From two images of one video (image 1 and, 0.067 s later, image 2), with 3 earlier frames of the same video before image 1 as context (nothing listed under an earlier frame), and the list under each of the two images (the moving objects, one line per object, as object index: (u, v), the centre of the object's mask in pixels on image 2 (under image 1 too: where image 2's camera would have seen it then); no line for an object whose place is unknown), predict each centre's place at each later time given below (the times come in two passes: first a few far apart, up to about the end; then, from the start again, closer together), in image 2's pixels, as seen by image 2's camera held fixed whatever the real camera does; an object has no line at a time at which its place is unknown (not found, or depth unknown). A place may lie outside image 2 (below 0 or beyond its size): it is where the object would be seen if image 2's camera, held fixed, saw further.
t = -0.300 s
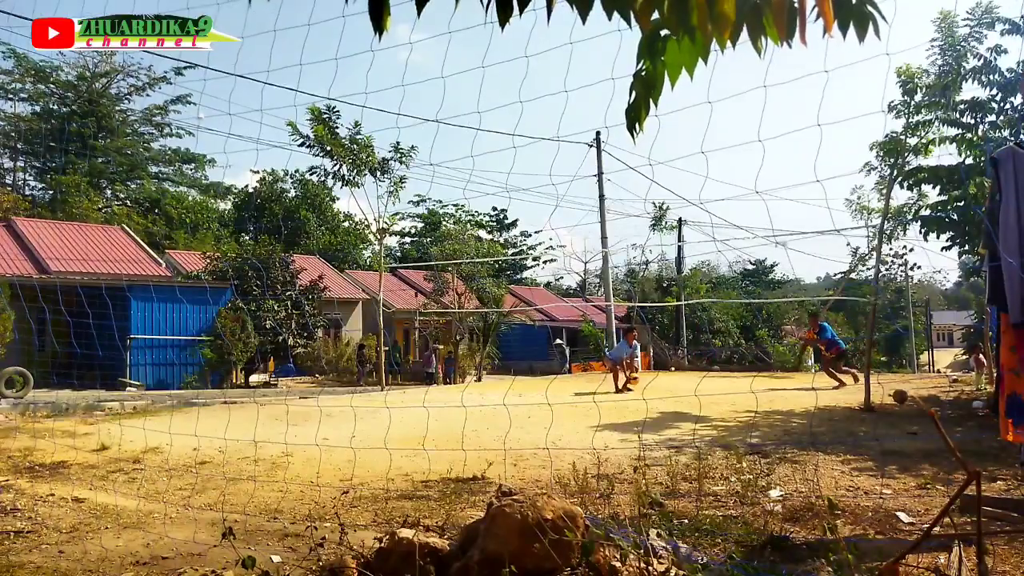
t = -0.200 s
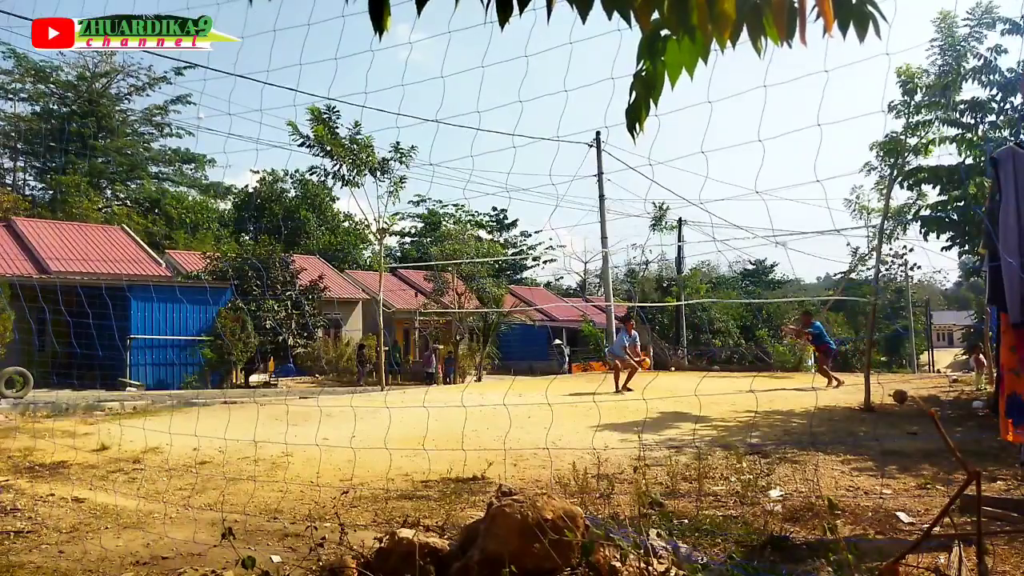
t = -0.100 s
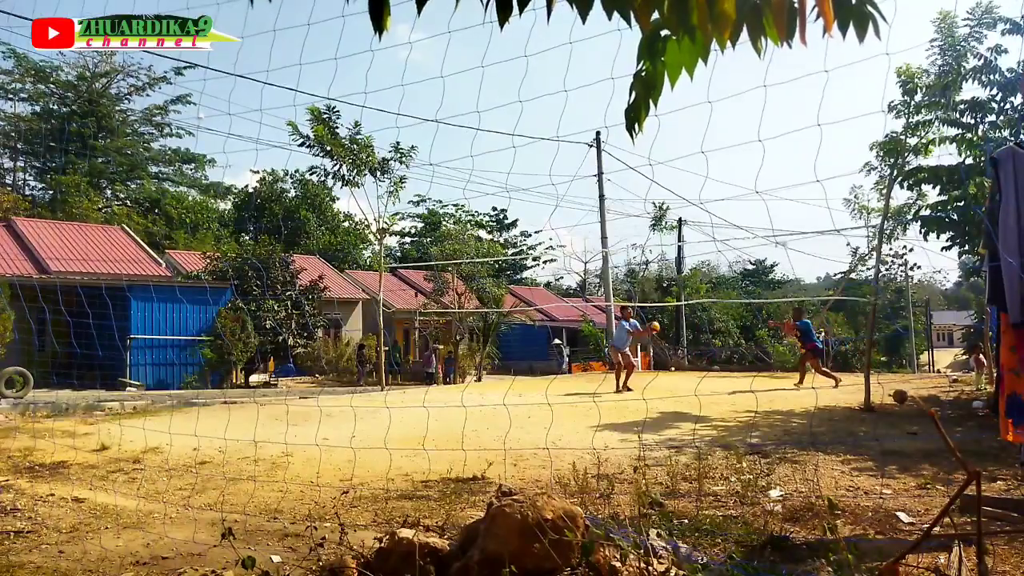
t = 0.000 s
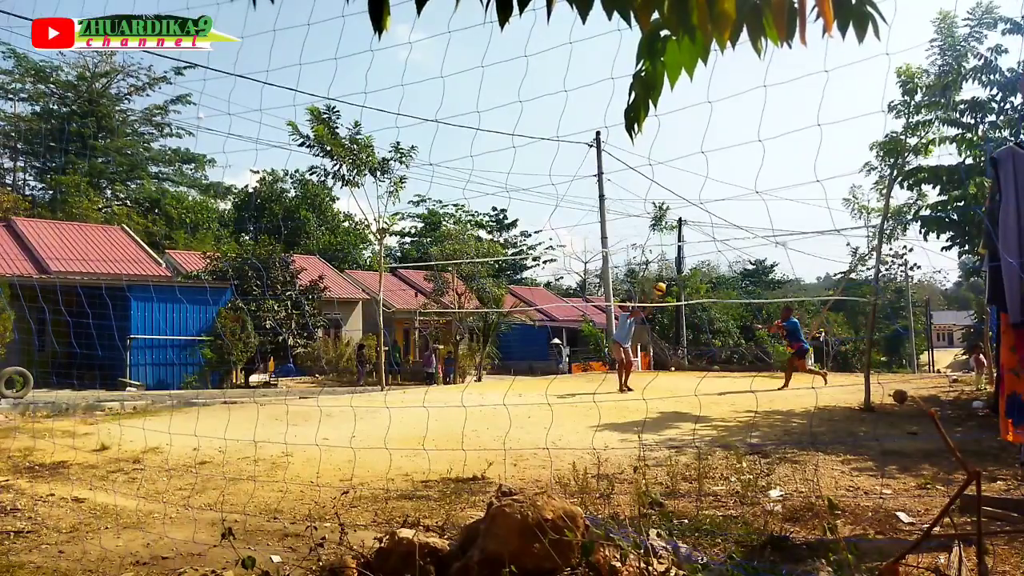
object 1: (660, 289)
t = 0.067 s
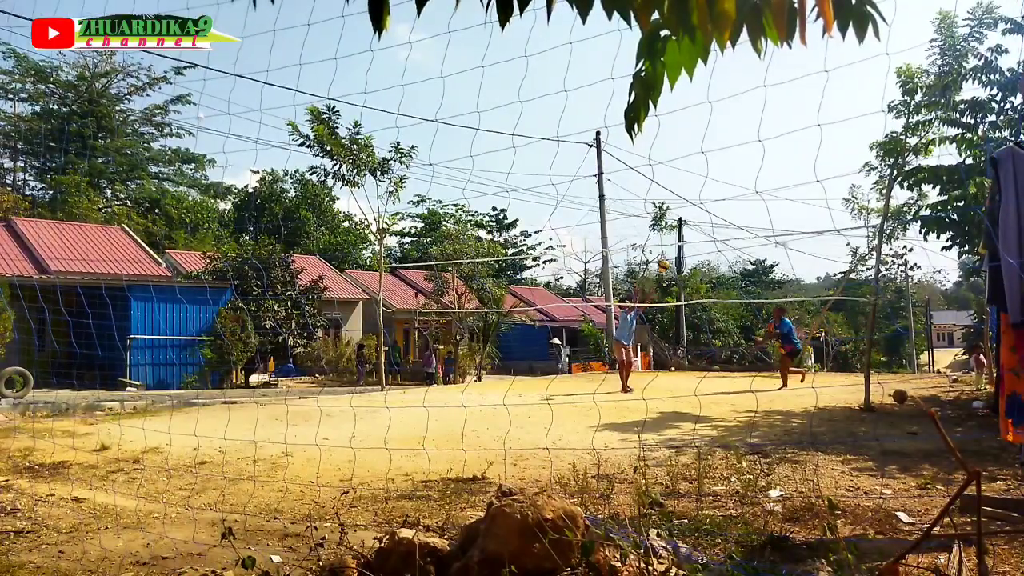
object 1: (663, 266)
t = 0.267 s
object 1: (675, 212)
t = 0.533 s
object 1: (692, 174)
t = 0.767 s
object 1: (707, 176)
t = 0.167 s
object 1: (669, 235)
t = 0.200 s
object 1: (670, 226)
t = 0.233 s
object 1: (673, 219)
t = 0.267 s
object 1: (675, 212)
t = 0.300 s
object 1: (677, 204)
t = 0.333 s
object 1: (679, 198)
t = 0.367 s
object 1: (681, 192)
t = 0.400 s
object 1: (683, 188)
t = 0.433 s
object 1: (685, 184)
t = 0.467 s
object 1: (688, 179)
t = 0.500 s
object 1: (689, 177)
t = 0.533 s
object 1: (692, 174)
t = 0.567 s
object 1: (694, 173)
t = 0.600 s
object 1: (696, 172)
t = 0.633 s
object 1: (698, 171)
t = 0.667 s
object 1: (701, 171)
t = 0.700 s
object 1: (703, 172)
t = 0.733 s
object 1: (705, 173)
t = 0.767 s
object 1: (707, 176)
